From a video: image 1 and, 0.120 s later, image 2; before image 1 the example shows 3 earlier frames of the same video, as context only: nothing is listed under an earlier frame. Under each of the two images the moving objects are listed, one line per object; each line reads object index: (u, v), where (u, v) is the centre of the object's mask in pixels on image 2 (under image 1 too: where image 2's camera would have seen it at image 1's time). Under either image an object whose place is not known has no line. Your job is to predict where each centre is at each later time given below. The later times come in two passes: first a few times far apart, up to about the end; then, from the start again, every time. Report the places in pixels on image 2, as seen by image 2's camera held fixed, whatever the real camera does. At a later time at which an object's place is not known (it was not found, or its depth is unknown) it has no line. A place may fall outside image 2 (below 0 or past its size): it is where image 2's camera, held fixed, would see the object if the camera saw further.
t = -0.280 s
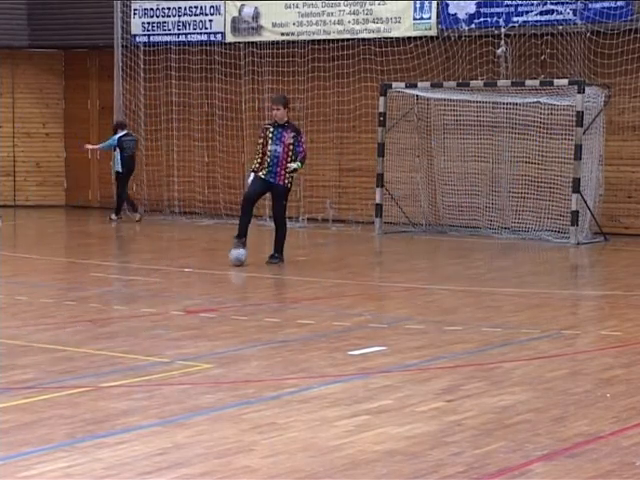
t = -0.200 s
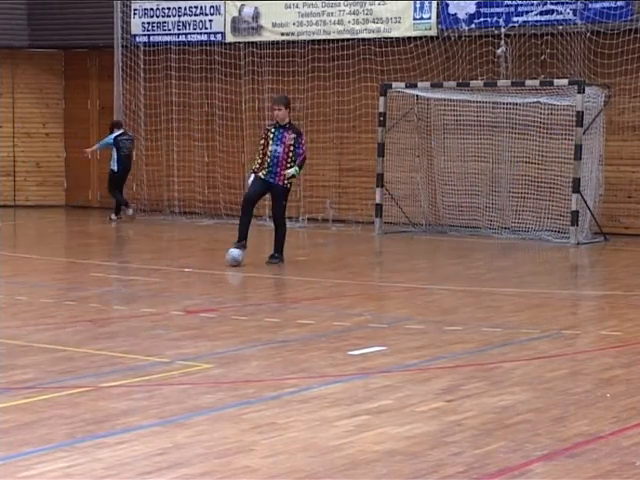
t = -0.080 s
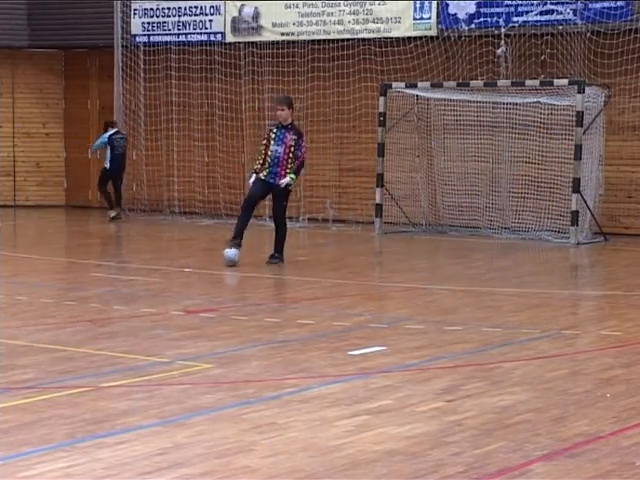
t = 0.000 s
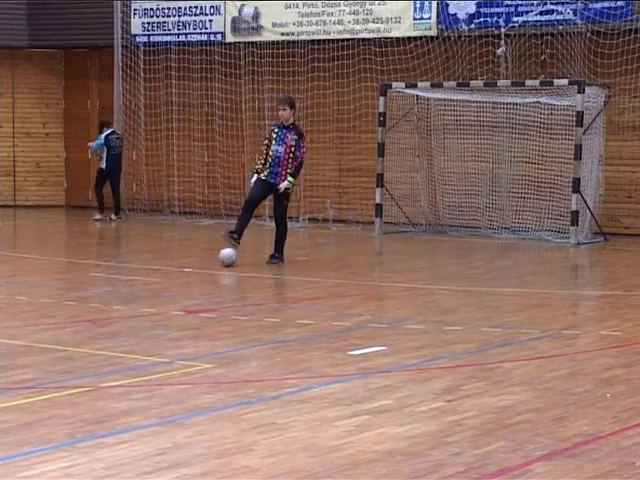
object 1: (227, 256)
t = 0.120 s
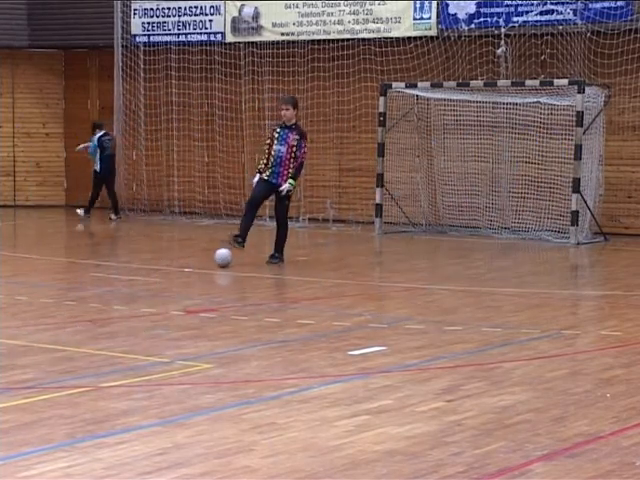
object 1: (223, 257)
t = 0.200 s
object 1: (219, 258)
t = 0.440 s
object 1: (212, 258)
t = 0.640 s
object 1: (204, 259)
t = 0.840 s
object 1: (198, 259)
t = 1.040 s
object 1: (191, 260)
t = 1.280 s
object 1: (183, 261)
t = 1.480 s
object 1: (177, 262)
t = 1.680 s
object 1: (171, 263)
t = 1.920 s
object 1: (165, 264)
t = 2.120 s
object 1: (159, 264)
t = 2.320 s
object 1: (155, 265)
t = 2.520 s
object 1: (149, 266)
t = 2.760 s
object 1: (144, 267)
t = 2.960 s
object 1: (139, 268)
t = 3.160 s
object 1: (135, 269)
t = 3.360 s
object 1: (132, 269)
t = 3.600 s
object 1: (128, 270)
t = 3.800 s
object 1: (125, 271)
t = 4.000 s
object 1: (122, 272)
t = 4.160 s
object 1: (121, 272)
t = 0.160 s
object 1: (221, 257)
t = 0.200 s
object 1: (219, 258)
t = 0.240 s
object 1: (218, 258)
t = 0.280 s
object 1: (217, 258)
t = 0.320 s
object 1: (216, 258)
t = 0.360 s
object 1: (214, 258)
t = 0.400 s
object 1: (212, 258)
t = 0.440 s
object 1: (212, 258)
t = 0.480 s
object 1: (210, 258)
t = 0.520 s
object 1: (209, 258)
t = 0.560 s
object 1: (207, 259)
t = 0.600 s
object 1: (206, 258)
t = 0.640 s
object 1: (204, 259)
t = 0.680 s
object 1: (203, 259)
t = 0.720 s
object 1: (202, 259)
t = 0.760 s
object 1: (200, 259)
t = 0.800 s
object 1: (199, 259)
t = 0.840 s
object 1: (198, 259)
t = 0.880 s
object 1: (197, 260)
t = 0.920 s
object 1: (195, 260)
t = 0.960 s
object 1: (194, 259)
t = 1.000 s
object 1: (193, 260)
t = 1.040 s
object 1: (191, 260)
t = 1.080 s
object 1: (190, 260)
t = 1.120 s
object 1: (189, 261)
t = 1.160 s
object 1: (187, 261)
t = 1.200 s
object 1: (185, 261)
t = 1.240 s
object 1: (184, 261)
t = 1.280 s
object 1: (183, 261)
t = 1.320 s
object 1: (182, 261)
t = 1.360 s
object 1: (181, 261)
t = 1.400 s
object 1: (179, 262)
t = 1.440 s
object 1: (178, 262)
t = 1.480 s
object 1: (177, 262)
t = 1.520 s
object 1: (176, 262)
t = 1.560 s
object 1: (174, 262)
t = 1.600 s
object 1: (173, 262)
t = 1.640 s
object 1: (172, 262)
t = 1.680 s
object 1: (171, 263)
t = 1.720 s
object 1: (170, 263)
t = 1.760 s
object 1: (169, 263)
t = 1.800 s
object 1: (168, 263)
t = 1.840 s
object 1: (167, 263)
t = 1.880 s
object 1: (166, 264)
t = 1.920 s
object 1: (165, 264)
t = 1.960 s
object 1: (164, 264)
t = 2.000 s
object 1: (163, 264)
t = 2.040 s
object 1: (161, 264)
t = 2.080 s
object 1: (161, 264)
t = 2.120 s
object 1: (159, 264)
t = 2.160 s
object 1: (159, 264)
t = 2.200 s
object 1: (158, 264)
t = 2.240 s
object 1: (157, 265)
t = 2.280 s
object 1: (156, 265)
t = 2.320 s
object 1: (155, 265)
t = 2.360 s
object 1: (153, 266)
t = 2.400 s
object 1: (153, 266)
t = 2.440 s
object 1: (152, 266)
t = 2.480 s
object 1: (150, 266)
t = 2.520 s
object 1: (149, 266)
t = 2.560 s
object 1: (148, 267)
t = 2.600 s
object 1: (147, 267)
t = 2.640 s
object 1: (147, 267)
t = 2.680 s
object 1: (146, 267)
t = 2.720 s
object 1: (145, 267)
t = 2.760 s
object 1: (144, 267)
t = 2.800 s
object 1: (143, 267)
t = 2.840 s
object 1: (142, 267)
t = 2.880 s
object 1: (142, 267)
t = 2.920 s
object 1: (140, 268)
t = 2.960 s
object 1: (139, 268)
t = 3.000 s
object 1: (138, 268)
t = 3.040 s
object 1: (138, 268)
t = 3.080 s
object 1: (137, 268)
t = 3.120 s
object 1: (136, 268)
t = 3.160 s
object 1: (135, 269)
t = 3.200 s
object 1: (135, 269)
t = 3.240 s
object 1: (134, 269)
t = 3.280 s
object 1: (134, 269)
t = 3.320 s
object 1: (133, 269)
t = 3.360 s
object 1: (132, 269)
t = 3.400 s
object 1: (131, 269)
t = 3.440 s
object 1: (131, 270)
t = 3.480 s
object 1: (130, 270)
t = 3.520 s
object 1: (130, 270)
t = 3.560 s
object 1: (129, 270)
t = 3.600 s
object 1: (128, 270)
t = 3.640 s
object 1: (128, 270)
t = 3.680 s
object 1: (127, 270)
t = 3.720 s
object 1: (127, 271)
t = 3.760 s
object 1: (126, 271)
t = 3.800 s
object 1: (125, 271)
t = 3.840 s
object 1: (125, 271)
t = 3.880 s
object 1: (124, 271)
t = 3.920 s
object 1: (123, 272)
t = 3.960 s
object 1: (123, 272)
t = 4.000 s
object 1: (122, 272)
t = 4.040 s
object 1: (122, 272)
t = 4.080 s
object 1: (121, 272)
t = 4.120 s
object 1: (121, 272)
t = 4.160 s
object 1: (121, 272)
